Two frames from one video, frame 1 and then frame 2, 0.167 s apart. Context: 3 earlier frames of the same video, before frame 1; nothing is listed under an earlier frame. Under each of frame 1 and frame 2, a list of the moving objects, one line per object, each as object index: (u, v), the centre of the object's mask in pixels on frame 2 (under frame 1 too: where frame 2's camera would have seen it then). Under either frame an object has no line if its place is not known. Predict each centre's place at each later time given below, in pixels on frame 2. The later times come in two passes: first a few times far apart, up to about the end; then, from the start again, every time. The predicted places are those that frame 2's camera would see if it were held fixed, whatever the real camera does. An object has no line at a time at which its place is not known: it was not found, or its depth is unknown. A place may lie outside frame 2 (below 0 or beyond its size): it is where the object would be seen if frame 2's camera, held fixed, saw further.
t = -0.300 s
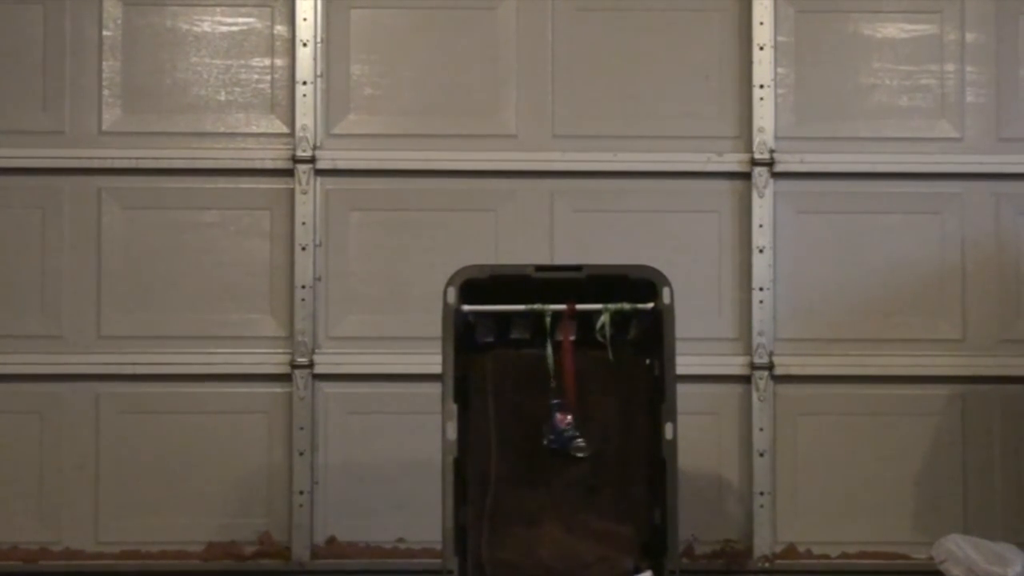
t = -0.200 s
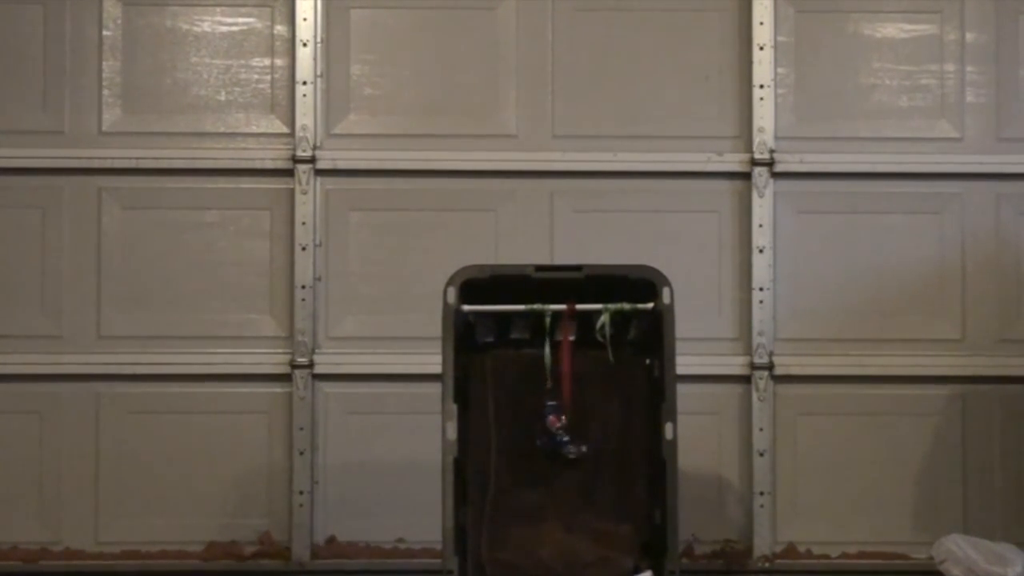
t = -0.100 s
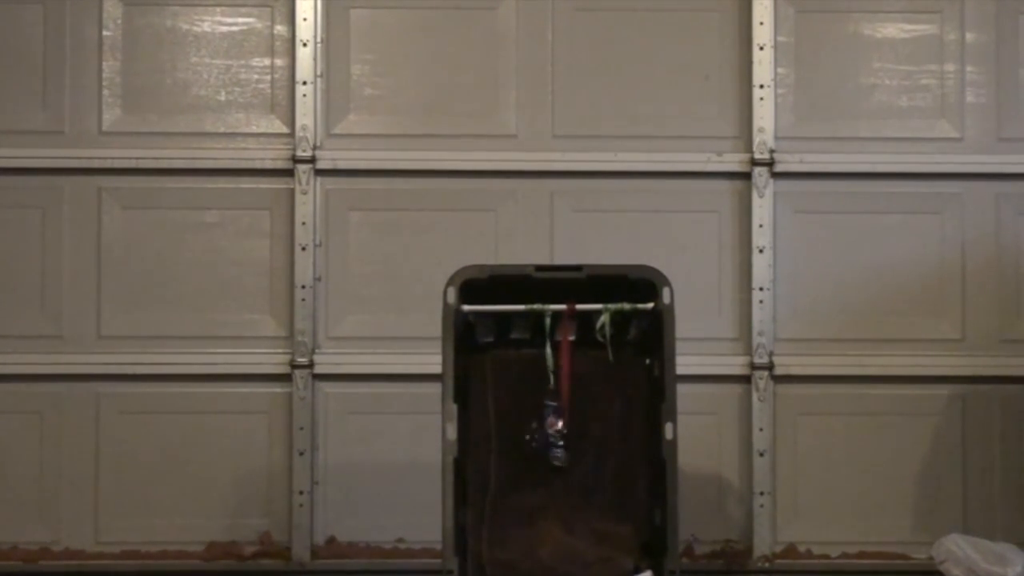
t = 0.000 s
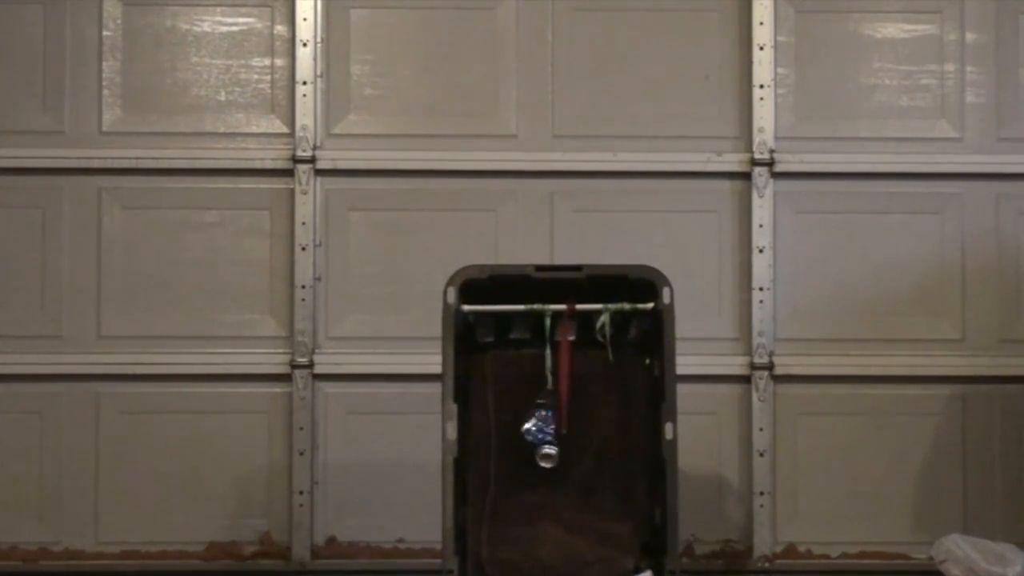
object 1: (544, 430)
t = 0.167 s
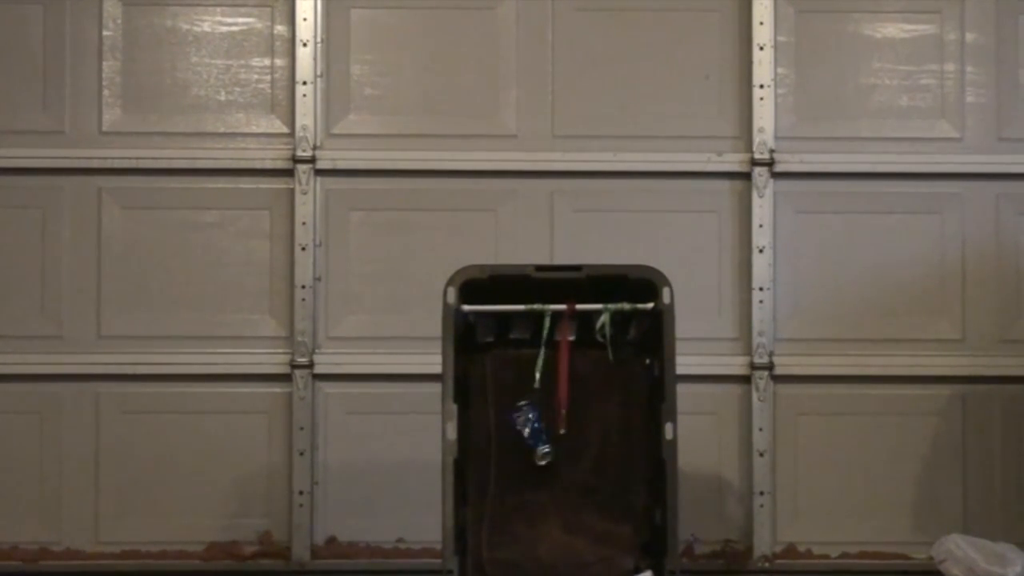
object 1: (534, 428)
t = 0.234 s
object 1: (534, 426)
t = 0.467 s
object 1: (549, 431)
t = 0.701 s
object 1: (554, 433)
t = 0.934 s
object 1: (546, 434)
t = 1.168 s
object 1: (538, 432)
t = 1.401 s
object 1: (545, 434)
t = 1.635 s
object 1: (551, 432)
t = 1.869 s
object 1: (544, 434)
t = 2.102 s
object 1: (542, 434)
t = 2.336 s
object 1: (548, 435)
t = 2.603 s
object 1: (548, 433)
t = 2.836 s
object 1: (544, 434)
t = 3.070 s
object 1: (545, 434)
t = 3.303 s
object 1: (548, 434)
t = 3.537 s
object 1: (546, 434)
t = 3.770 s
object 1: (544, 435)
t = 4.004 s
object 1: (546, 435)
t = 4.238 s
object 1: (548, 434)
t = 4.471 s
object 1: (545, 434)
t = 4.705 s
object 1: (545, 435)
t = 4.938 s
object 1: (548, 435)
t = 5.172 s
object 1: (547, 436)
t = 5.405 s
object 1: (545, 435)
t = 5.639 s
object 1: (545, 435)
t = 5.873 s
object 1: (547, 435)
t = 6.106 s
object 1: (546, 434)
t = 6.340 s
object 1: (545, 434)
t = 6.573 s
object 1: (546, 434)
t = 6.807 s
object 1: (546, 435)
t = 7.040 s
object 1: (546, 434)
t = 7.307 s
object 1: (546, 434)
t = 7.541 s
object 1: (546, 434)
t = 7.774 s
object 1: (546, 436)
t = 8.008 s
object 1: (546, 436)
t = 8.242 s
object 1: (546, 435)
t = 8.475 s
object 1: (546, 434)
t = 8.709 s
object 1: (546, 435)
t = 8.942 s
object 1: (547, 435)
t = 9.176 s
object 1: (536, 435)
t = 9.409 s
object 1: (542, 439)
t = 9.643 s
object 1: (552, 436)
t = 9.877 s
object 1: (554, 435)
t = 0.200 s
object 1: (533, 427)
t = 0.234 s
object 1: (534, 426)
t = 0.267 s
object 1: (536, 426)
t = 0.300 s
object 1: (538, 425)
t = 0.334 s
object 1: (540, 430)
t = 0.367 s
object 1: (543, 432)
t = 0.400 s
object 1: (545, 431)
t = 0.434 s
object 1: (547, 431)
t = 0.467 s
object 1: (549, 431)
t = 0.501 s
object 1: (550, 432)
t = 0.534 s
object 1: (552, 432)
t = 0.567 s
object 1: (552, 432)
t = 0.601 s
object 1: (553, 433)
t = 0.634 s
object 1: (553, 433)
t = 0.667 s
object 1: (553, 433)
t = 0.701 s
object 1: (554, 433)
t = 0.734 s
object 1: (553, 434)
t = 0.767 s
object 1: (552, 434)
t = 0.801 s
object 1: (551, 433)
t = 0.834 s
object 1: (550, 433)
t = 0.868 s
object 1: (549, 433)
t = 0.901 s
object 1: (547, 433)
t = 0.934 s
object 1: (546, 434)
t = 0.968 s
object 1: (544, 433)
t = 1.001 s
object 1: (543, 433)
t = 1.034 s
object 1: (541, 433)
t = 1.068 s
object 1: (540, 433)
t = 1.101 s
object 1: (540, 432)
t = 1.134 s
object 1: (539, 432)
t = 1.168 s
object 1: (538, 432)
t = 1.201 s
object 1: (539, 433)
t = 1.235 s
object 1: (539, 433)
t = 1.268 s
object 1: (540, 433)
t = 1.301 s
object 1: (541, 433)
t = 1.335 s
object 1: (542, 434)
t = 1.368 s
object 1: (543, 434)
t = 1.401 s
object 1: (545, 434)
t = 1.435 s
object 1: (546, 433)
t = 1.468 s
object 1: (548, 433)
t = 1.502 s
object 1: (549, 433)
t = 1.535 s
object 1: (550, 433)
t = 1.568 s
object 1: (550, 433)
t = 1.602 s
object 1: (551, 433)
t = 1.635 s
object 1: (551, 432)
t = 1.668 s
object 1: (550, 432)
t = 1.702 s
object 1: (549, 433)
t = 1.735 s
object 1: (548, 433)
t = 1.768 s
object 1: (547, 433)
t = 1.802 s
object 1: (546, 434)
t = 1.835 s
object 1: (545, 434)
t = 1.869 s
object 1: (544, 434)
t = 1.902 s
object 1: (543, 434)
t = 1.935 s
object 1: (542, 434)
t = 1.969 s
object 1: (542, 434)
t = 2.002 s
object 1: (542, 434)
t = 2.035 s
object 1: (542, 434)
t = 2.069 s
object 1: (541, 434)
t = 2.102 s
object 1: (542, 434)
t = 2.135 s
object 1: (543, 434)
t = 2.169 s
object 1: (543, 434)
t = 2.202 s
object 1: (544, 434)
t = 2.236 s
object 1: (546, 434)
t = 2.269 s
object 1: (546, 435)
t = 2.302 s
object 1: (547, 434)
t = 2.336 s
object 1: (548, 435)
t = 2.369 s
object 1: (549, 434)
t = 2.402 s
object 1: (549, 434)
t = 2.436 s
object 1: (549, 434)
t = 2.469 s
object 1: (549, 434)
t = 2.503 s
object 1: (549, 433)
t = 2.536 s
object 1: (549, 434)
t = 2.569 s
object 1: (549, 433)
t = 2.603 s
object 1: (548, 433)
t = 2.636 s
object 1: (547, 433)
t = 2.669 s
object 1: (547, 433)
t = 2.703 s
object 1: (546, 434)
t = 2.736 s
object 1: (546, 435)
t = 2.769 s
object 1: (545, 434)
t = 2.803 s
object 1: (545, 434)
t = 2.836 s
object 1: (544, 434)
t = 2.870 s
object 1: (544, 435)
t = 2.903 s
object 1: (544, 434)
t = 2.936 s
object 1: (544, 434)
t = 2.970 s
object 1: (544, 434)
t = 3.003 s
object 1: (544, 434)
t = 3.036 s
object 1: (545, 434)
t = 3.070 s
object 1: (545, 434)
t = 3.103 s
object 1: (546, 434)
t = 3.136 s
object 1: (547, 434)
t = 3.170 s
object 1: (547, 434)
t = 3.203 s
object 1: (548, 434)
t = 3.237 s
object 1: (548, 435)
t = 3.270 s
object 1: (548, 434)
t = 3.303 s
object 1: (548, 434)
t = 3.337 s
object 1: (549, 435)
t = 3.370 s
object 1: (549, 435)
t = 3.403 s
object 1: (548, 434)
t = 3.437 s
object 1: (548, 435)
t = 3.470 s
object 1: (547, 435)
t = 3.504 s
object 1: (547, 434)
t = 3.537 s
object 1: (546, 434)
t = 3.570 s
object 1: (546, 434)
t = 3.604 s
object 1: (545, 435)
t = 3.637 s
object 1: (544, 435)
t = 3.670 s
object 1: (545, 435)
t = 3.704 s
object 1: (544, 435)
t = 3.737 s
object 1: (544, 435)
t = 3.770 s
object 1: (544, 435)
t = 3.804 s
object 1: (545, 435)
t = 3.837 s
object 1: (544, 436)
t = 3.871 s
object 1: (544, 436)
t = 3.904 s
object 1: (545, 436)
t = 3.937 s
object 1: (545, 436)
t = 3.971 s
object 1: (546, 435)
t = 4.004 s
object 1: (546, 435)
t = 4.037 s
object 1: (547, 434)
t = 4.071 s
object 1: (547, 434)
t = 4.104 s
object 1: (547, 434)
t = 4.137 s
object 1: (548, 434)
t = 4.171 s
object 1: (548, 434)
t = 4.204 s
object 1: (547, 434)
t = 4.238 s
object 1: (548, 434)
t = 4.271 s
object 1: (547, 435)
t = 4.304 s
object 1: (547, 435)
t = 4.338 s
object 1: (547, 435)
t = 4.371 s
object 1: (547, 434)
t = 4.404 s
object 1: (546, 435)
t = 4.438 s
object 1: (546, 435)
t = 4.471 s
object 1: (545, 434)
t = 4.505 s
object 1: (545, 435)
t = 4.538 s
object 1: (545, 435)
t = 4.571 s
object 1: (545, 435)
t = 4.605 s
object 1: (545, 435)
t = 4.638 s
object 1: (545, 435)
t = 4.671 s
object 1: (545, 435)
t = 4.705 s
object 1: (545, 435)
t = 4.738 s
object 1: (546, 435)
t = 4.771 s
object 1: (546, 435)
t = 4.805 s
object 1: (546, 435)
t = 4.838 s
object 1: (547, 435)
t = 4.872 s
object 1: (547, 435)
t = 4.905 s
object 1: (548, 435)
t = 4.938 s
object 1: (548, 435)
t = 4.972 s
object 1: (548, 435)
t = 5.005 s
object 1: (548, 435)
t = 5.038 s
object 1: (548, 435)
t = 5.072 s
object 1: (548, 435)
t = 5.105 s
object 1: (548, 435)
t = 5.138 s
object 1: (548, 435)
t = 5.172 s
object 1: (547, 436)
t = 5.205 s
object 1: (547, 435)
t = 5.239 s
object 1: (546, 435)
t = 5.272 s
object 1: (546, 435)
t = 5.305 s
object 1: (546, 435)
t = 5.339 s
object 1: (546, 435)
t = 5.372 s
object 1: (545, 435)
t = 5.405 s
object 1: (545, 435)
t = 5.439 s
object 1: (544, 435)
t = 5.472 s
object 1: (545, 435)
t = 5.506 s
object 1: (545, 435)
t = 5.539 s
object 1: (544, 434)
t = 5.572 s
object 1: (544, 435)
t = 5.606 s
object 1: (545, 435)
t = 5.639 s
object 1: (545, 435)
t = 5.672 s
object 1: (545, 435)
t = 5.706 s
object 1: (545, 435)
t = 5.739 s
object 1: (546, 435)
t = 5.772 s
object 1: (546, 435)
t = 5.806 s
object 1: (546, 435)
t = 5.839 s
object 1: (546, 435)
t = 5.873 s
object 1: (547, 435)
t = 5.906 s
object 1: (547, 435)
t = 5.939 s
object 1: (547, 435)
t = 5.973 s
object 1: (547, 434)
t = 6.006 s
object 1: (547, 434)
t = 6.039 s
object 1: (547, 434)
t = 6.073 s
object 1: (546, 434)
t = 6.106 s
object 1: (546, 434)
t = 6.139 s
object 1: (546, 434)
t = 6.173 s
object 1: (546, 434)
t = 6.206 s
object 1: (545, 434)
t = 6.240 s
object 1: (545, 434)
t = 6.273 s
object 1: (545, 434)
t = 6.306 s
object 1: (546, 434)
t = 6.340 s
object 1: (545, 434)
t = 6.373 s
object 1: (546, 434)
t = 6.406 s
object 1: (546, 434)
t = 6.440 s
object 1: (546, 434)
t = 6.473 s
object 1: (546, 434)
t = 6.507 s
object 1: (546, 434)
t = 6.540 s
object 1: (546, 434)
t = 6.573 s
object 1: (546, 434)
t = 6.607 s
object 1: (546, 434)
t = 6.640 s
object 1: (546, 434)
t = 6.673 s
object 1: (546, 434)
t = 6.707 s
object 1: (546, 434)
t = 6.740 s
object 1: (546, 434)
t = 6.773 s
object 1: (546, 434)
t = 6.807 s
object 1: (546, 435)
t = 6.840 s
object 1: (546, 435)
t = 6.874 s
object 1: (546, 435)
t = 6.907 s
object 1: (546, 435)
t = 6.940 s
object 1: (546, 434)
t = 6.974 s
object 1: (546, 434)
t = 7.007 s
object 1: (546, 434)
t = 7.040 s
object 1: (546, 434)
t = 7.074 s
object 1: (546, 434)
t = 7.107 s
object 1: (545, 435)
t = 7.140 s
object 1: (545, 434)
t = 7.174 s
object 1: (545, 435)
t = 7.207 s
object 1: (546, 434)
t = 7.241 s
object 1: (545, 434)
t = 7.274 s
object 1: (546, 434)
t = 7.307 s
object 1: (546, 434)
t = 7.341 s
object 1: (546, 434)
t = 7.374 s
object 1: (546, 434)
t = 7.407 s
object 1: (546, 434)
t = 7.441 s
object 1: (546, 434)
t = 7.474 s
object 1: (546, 434)
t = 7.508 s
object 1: (546, 434)
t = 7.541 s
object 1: (546, 434)
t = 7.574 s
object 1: (546, 435)
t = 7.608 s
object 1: (546, 436)
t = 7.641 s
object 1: (546, 435)
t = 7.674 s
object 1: (545, 435)
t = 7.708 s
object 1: (545, 435)
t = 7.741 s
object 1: (546, 435)
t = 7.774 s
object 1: (546, 436)
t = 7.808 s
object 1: (546, 435)
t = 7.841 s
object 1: (546, 435)
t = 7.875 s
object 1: (546, 435)
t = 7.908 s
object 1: (546, 436)
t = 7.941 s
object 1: (546, 436)
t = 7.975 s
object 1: (546, 436)
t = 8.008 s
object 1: (546, 436)
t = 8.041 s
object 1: (546, 436)
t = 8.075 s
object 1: (547, 436)
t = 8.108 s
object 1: (546, 435)
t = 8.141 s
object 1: (546, 434)
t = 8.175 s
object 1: (546, 435)
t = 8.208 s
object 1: (546, 435)
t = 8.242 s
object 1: (546, 435)
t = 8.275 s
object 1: (546, 434)
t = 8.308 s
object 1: (546, 435)
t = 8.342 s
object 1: (546, 434)
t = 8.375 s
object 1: (546, 434)
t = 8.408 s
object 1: (546, 434)
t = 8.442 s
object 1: (546, 434)
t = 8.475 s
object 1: (546, 434)
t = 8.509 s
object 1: (546, 434)
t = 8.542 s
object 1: (546, 434)
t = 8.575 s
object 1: (546, 434)
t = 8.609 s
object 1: (546, 434)
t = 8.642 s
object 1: (546, 435)
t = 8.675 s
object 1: (546, 434)
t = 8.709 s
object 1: (546, 435)
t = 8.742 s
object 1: (546, 435)
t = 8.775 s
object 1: (547, 435)
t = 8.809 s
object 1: (547, 435)
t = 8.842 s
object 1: (546, 434)
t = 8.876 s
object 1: (547, 435)
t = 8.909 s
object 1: (547, 434)
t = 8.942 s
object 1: (547, 435)
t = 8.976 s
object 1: (544, 423)
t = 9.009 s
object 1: (539, 422)
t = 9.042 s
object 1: (535, 413)
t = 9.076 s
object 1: (534, 412)
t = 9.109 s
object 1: (533, 418)
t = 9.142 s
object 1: (536, 426)
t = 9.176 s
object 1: (536, 435)
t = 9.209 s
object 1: (537, 437)
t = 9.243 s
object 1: (537, 434)
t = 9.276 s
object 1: (536, 432)
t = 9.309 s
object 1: (537, 434)
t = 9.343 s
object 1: (538, 436)
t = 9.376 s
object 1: (540, 437)
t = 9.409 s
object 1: (542, 439)
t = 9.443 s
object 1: (544, 439)
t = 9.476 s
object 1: (546, 439)
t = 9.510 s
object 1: (547, 439)
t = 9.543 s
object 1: (548, 437)
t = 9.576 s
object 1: (549, 438)
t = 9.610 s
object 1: (551, 436)
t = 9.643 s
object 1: (552, 436)
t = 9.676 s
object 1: (553, 435)
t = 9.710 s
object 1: (554, 435)
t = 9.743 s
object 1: (555, 434)
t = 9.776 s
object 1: (555, 434)
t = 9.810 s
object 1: (555, 434)
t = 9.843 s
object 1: (554, 434)
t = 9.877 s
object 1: (554, 435)
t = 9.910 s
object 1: (552, 436)
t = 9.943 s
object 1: (551, 435)
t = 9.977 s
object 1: (549, 436)
